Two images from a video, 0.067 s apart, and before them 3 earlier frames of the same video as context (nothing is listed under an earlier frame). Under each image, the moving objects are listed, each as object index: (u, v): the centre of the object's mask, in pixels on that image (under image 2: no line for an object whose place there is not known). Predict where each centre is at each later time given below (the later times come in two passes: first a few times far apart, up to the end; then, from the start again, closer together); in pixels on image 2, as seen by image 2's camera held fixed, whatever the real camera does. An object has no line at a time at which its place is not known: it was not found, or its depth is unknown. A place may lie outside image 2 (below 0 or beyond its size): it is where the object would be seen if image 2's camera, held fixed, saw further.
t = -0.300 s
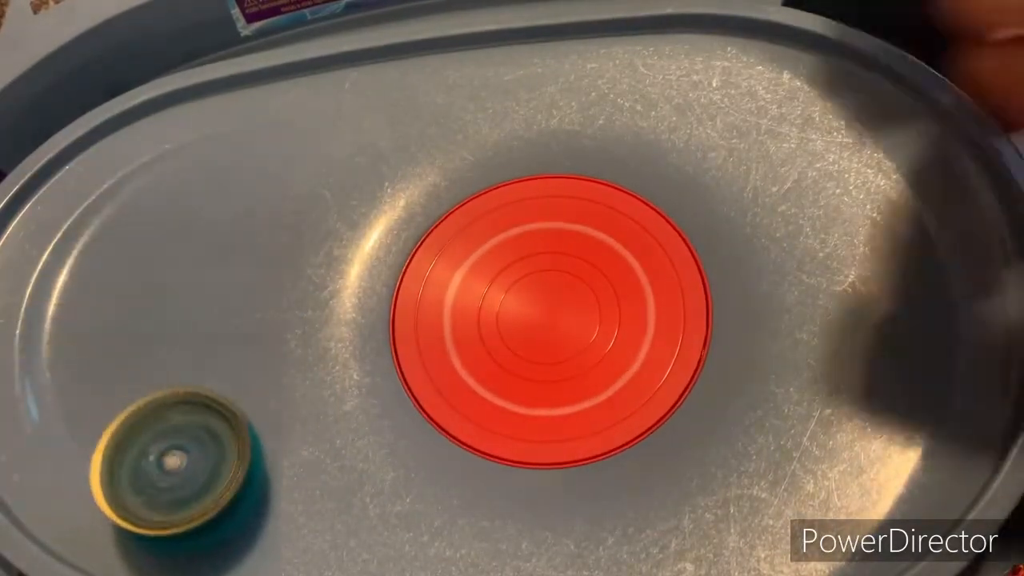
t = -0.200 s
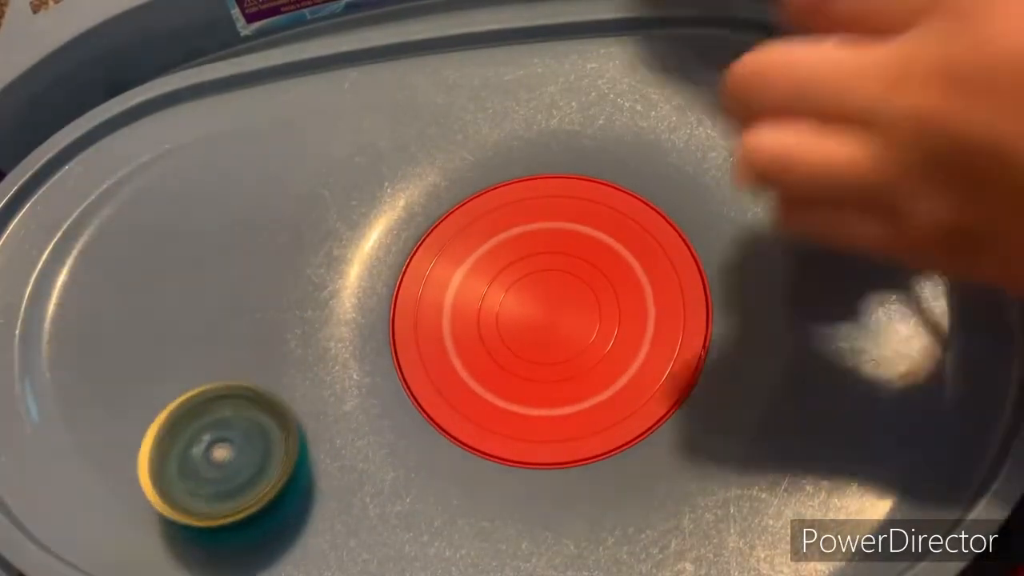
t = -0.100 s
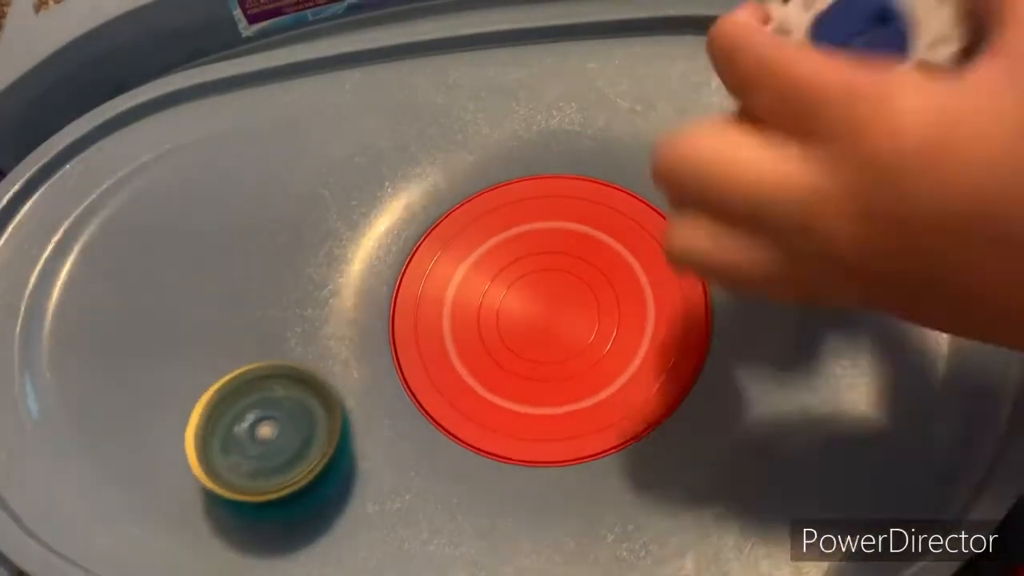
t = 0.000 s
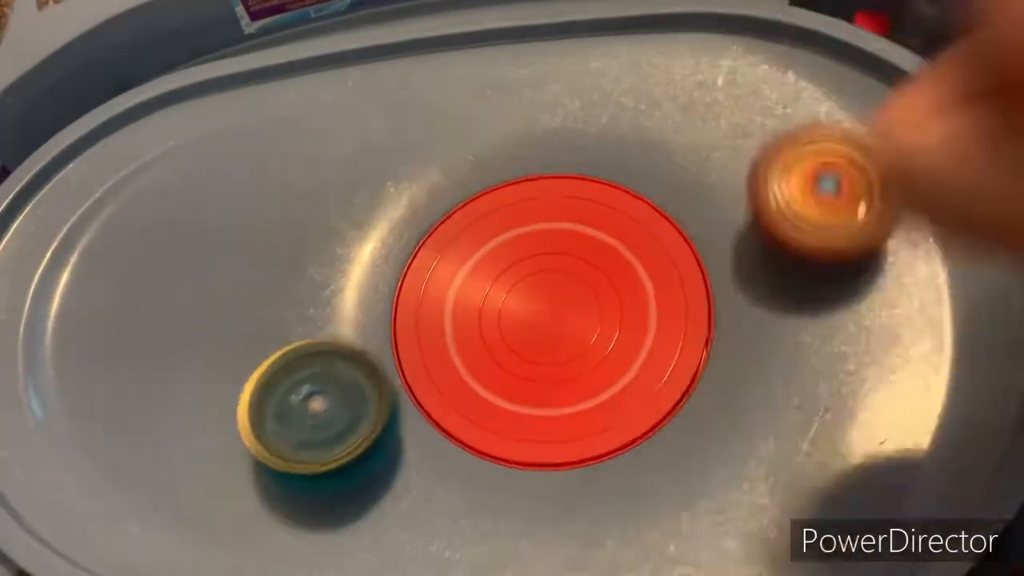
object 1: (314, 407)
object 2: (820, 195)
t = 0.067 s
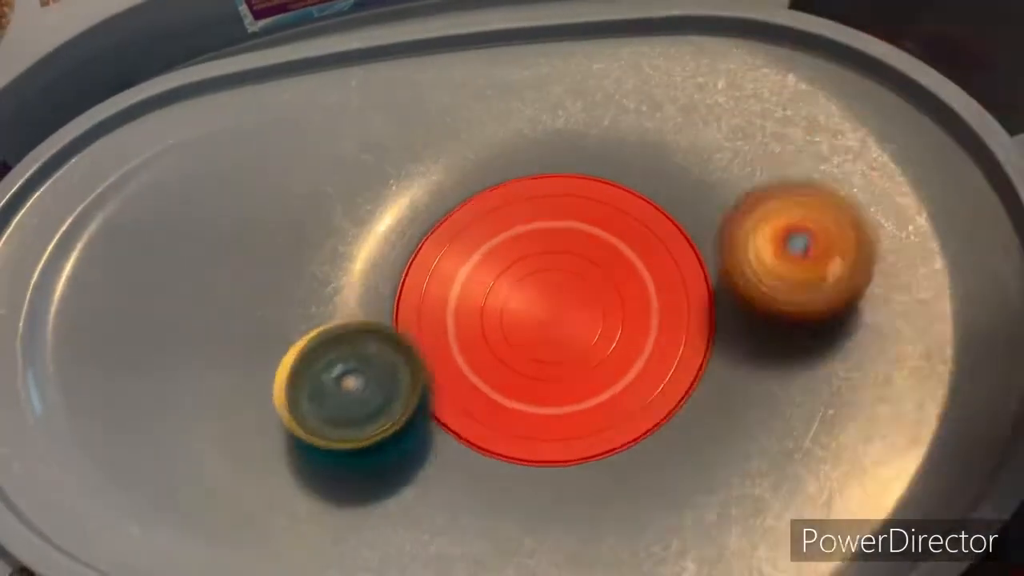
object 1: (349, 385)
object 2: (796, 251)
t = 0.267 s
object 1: (494, 253)
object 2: (518, 460)
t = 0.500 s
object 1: (728, 105)
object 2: (175, 342)
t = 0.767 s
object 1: (937, 186)
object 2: (69, 238)
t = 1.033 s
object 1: (832, 346)
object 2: (79, 211)
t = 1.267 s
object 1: (756, 374)
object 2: (64, 229)
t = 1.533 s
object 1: (463, 378)
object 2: (55, 265)
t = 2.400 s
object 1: (554, 83)
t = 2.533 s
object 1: (641, 173)
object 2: (279, 312)
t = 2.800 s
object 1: (561, 483)
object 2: (580, 141)
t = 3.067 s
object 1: (414, 434)
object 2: (895, 346)
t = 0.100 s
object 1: (372, 373)
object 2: (772, 285)
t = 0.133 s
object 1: (395, 359)
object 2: (738, 327)
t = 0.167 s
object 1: (419, 341)
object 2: (694, 369)
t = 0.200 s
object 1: (443, 316)
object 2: (647, 412)
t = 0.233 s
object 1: (467, 289)
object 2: (588, 442)
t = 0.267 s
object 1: (494, 253)
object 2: (518, 460)
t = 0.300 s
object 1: (521, 215)
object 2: (449, 459)
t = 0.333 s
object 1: (553, 179)
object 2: (385, 446)
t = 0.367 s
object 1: (590, 147)
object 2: (329, 429)
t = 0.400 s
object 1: (627, 122)
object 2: (281, 410)
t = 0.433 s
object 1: (660, 109)
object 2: (240, 389)
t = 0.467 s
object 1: (694, 104)
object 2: (205, 367)
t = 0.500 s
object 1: (728, 105)
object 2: (175, 342)
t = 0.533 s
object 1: (761, 110)
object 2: (151, 315)
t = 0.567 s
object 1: (793, 118)
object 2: (132, 290)
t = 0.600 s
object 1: (822, 128)
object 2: (118, 270)
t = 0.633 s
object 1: (849, 140)
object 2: (107, 255)
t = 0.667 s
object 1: (875, 148)
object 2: (97, 245)
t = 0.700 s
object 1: (898, 159)
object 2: (87, 240)
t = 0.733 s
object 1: (920, 172)
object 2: (78, 239)
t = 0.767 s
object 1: (937, 186)
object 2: (69, 238)
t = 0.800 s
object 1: (930, 208)
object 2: (62, 239)
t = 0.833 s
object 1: (915, 234)
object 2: (57, 240)
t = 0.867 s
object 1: (900, 258)
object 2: (56, 238)
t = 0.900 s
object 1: (885, 281)
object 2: (59, 232)
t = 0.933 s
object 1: (869, 303)
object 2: (66, 225)
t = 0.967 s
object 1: (856, 321)
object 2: (73, 218)
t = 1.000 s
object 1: (844, 335)
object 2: (77, 213)
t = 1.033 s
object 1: (832, 346)
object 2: (79, 211)
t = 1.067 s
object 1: (822, 354)
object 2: (79, 211)
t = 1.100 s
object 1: (812, 360)
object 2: (76, 213)
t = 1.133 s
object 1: (802, 364)
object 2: (72, 216)
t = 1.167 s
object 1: (792, 367)
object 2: (69, 221)
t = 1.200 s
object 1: (782, 369)
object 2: (66, 225)
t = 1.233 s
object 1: (771, 371)
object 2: (64, 228)
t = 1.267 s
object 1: (756, 374)
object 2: (64, 229)
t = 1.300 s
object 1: (738, 376)
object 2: (65, 230)
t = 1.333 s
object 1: (716, 379)
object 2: (64, 233)
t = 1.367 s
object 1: (686, 383)
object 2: (62, 238)
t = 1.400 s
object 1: (652, 385)
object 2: (61, 241)
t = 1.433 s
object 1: (614, 387)
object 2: (59, 247)
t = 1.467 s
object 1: (569, 389)
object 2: (58, 253)
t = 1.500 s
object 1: (518, 387)
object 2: (56, 259)
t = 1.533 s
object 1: (463, 378)
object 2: (55, 265)
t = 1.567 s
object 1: (404, 360)
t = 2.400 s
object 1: (554, 83)
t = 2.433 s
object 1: (572, 97)
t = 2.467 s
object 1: (593, 117)
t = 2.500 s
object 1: (616, 144)
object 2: (260, 322)
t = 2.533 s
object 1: (641, 173)
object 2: (279, 312)
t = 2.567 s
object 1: (666, 209)
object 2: (305, 298)
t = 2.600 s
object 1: (688, 251)
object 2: (335, 281)
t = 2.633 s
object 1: (705, 303)
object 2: (369, 261)
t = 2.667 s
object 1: (695, 352)
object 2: (405, 237)
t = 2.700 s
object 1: (670, 404)
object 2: (445, 212)
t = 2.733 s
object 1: (634, 443)
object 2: (487, 185)
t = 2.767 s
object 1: (598, 468)
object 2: (531, 160)
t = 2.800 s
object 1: (561, 483)
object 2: (580, 141)
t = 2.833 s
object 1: (530, 489)
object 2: (629, 147)
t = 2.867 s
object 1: (503, 489)
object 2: (676, 161)
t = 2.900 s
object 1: (483, 485)
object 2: (718, 184)
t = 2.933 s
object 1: (466, 478)
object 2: (757, 216)
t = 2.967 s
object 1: (451, 469)
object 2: (795, 250)
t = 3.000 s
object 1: (437, 460)
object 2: (829, 283)
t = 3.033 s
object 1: (425, 448)
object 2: (863, 315)
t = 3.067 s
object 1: (414, 434)
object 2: (895, 346)
